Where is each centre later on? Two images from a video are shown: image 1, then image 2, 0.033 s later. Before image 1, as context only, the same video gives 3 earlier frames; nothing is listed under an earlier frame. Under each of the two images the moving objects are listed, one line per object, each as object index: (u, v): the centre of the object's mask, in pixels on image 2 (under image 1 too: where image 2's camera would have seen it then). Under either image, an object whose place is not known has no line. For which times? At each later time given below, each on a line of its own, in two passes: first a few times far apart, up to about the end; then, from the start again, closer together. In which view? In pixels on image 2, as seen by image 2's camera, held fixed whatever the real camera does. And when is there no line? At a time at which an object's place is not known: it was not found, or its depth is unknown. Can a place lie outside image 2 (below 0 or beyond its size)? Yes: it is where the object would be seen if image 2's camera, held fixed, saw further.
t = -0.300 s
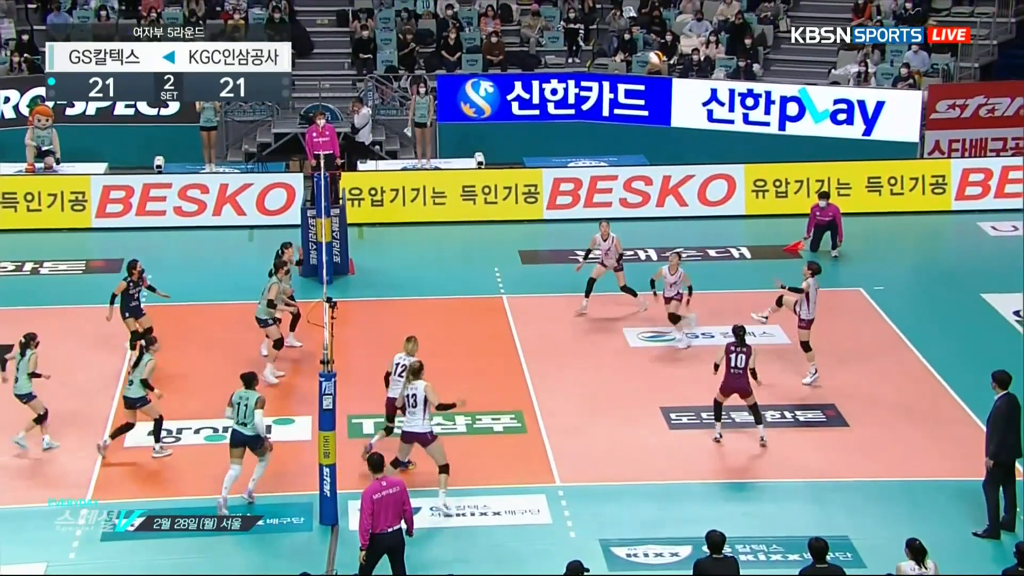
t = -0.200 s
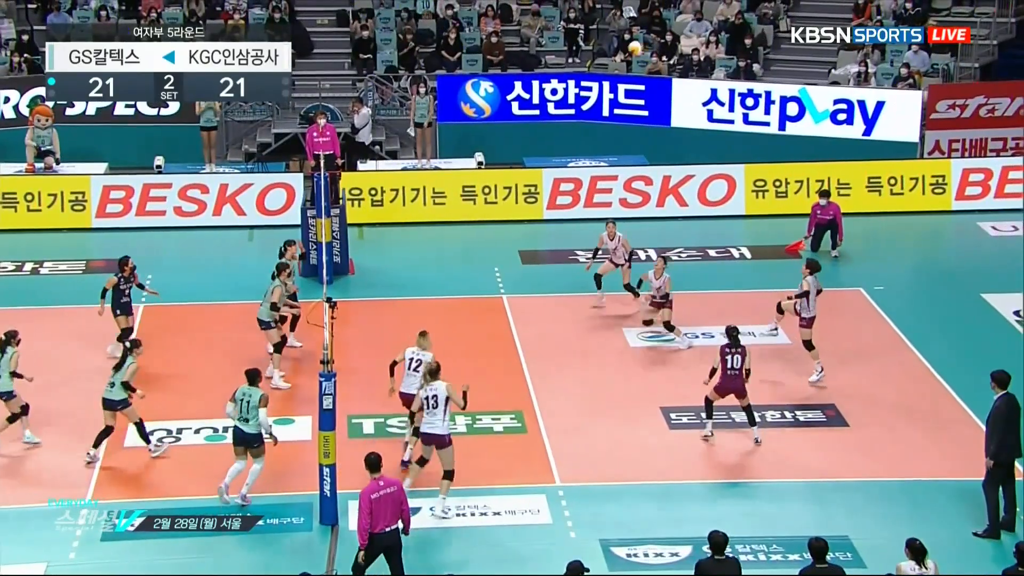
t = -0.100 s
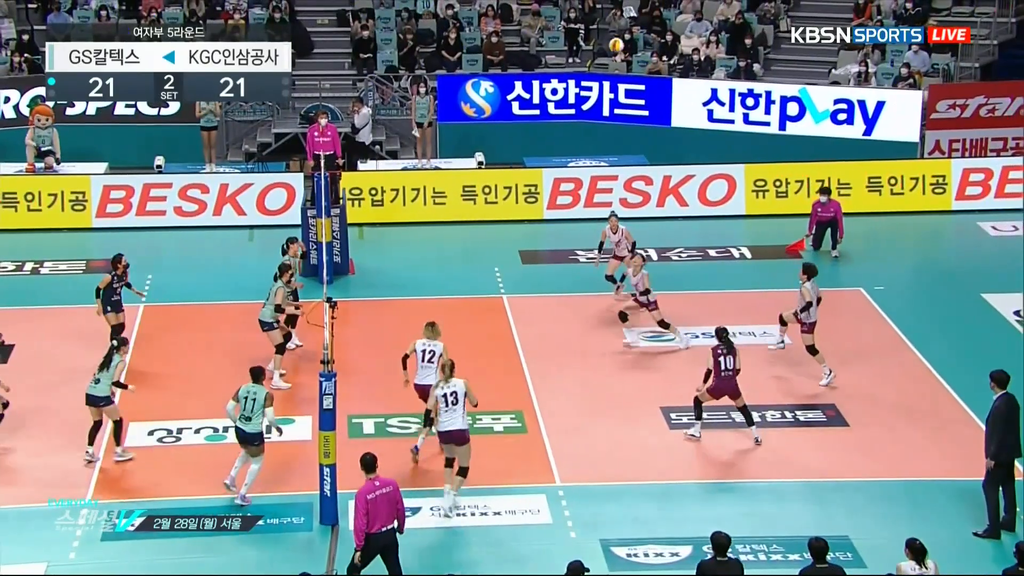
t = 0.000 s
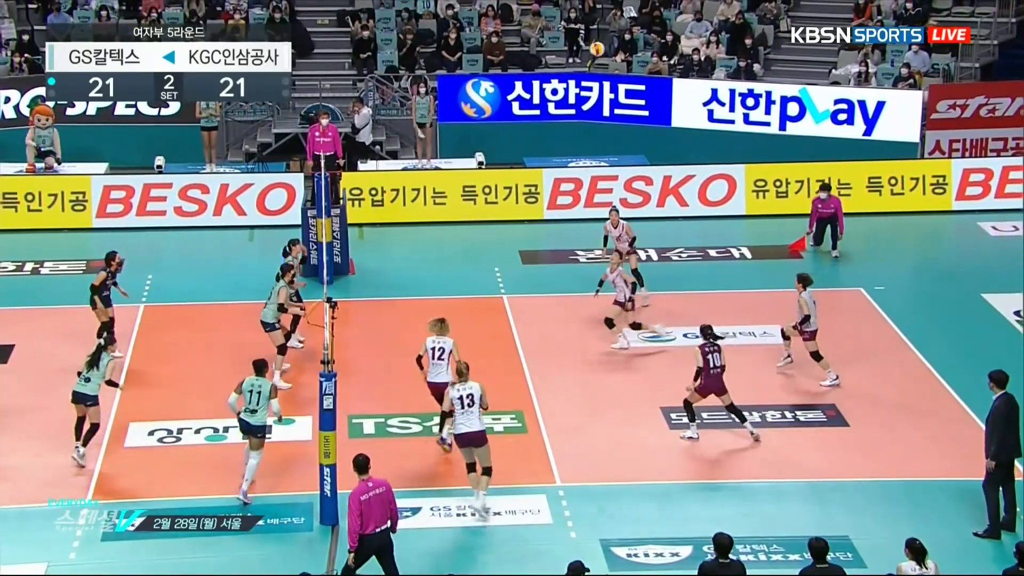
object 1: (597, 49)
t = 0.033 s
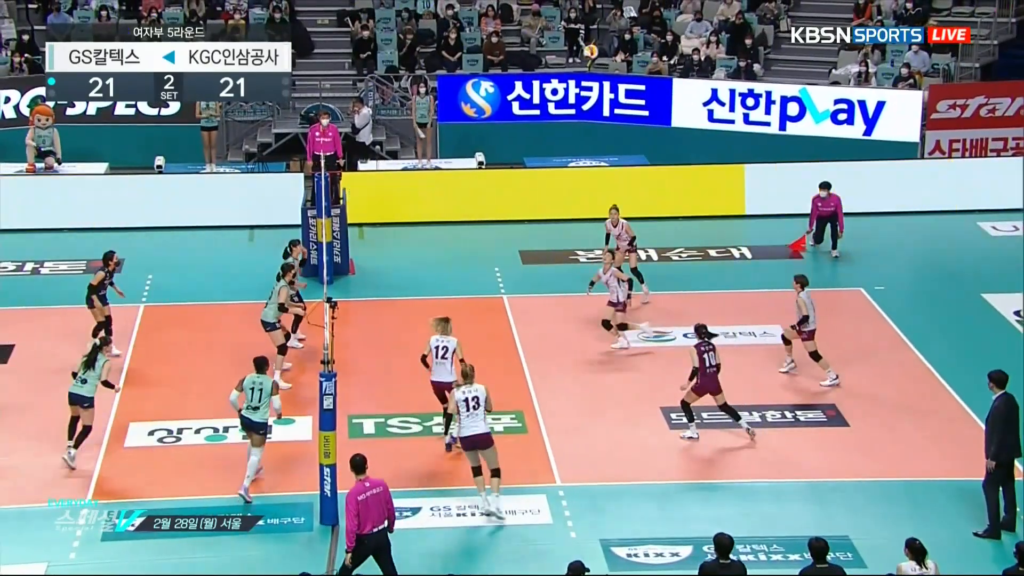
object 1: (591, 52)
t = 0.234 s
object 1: (553, 83)
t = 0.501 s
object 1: (507, 161)
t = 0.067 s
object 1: (584, 55)
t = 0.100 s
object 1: (578, 59)
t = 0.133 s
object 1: (572, 64)
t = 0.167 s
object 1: (566, 70)
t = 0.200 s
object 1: (560, 76)
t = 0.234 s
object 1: (553, 83)
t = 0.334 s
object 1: (535, 108)
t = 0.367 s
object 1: (529, 118)
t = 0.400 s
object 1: (523, 127)
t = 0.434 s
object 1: (518, 138)
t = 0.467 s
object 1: (513, 149)
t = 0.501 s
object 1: (507, 161)
